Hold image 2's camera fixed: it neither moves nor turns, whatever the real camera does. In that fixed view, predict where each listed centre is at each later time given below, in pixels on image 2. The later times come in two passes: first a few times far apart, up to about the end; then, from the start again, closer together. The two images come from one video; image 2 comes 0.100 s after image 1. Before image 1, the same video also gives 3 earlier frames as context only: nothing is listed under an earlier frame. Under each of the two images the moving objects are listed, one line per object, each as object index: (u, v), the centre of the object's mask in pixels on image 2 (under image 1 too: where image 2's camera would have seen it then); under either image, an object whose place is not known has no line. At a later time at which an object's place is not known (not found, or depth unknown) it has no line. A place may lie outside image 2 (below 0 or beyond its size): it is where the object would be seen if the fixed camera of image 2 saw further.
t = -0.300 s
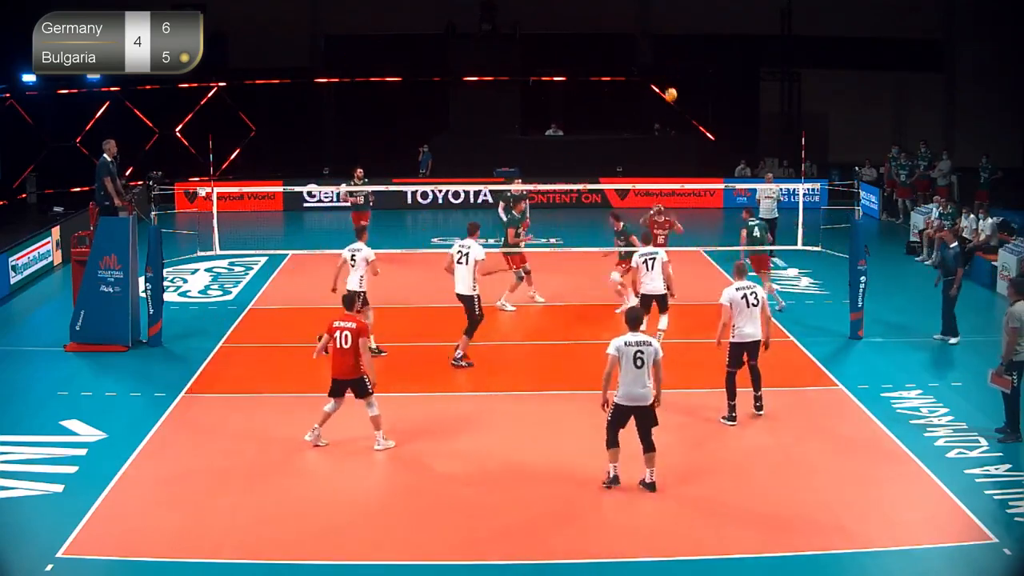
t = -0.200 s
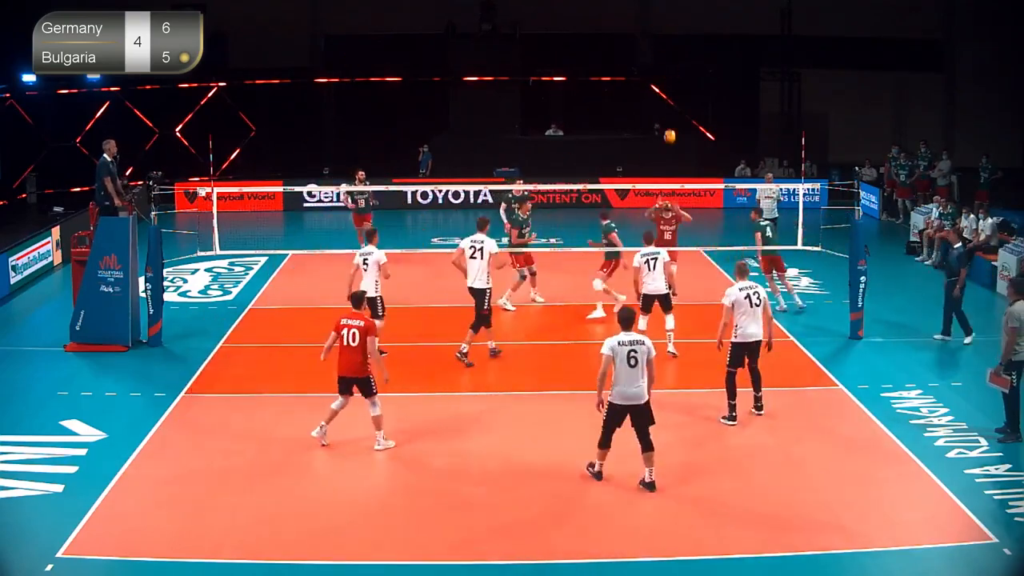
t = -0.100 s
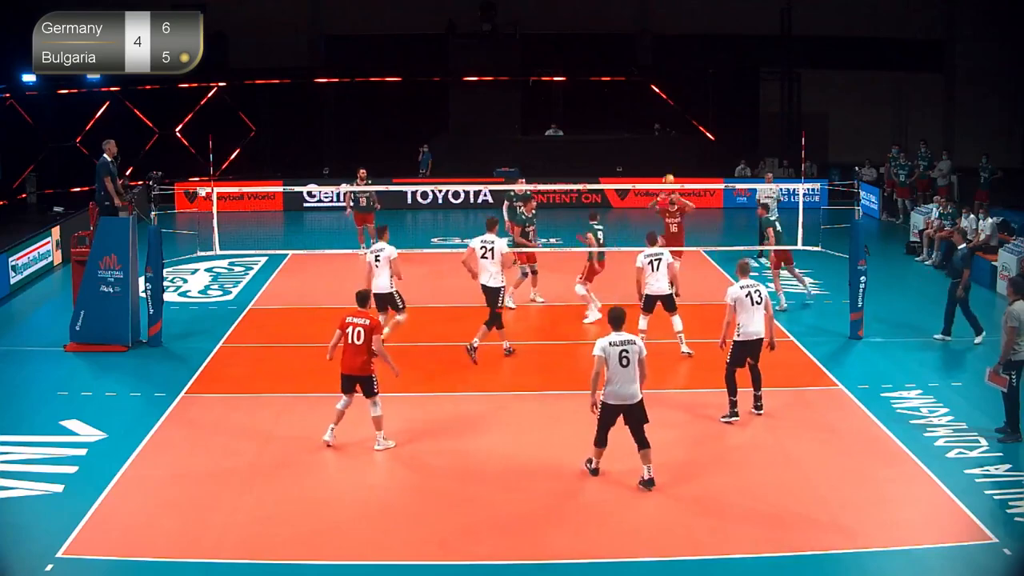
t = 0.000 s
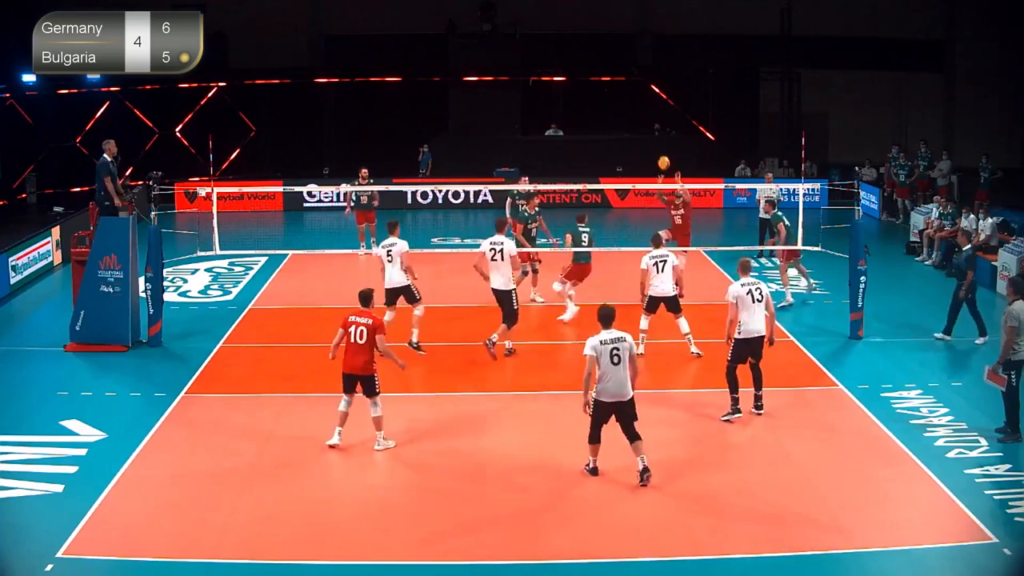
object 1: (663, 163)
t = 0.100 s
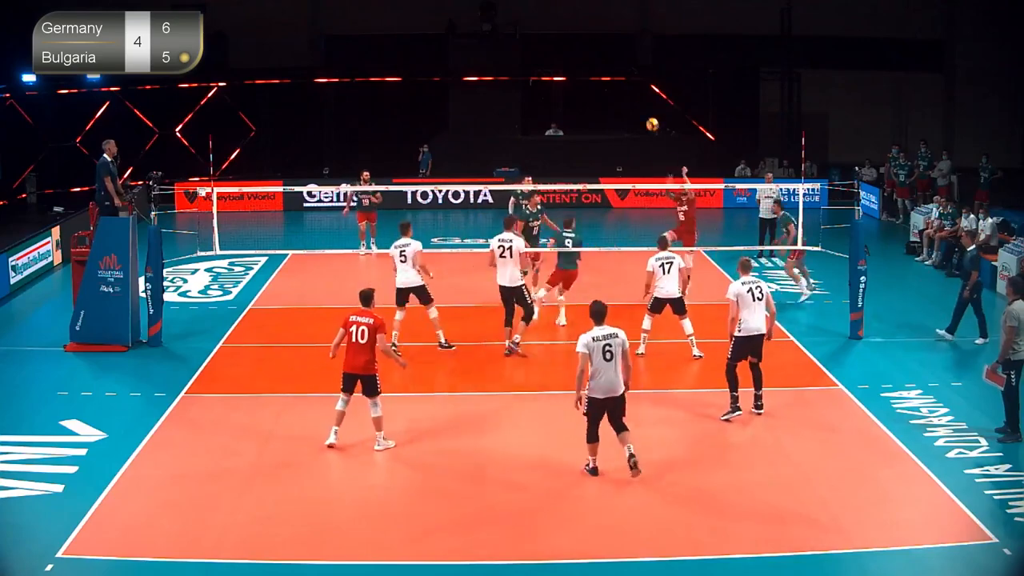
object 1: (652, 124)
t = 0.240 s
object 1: (637, 80)
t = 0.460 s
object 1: (615, 34)
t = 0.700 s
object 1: (590, 16)
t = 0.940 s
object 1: (565, 31)
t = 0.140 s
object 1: (648, 110)
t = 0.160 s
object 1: (646, 104)
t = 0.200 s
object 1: (641, 92)
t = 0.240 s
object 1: (637, 80)
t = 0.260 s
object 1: (635, 75)
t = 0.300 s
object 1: (631, 65)
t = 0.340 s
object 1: (627, 56)
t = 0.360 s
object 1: (625, 52)
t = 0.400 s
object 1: (621, 44)
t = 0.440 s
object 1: (617, 37)
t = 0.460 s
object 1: (615, 34)
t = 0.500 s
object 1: (611, 29)
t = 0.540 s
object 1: (606, 25)
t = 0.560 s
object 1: (604, 23)
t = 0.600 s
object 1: (600, 19)
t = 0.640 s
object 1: (596, 17)
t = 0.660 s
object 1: (594, 17)
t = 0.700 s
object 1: (590, 16)
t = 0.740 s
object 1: (586, 16)
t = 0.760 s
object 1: (584, 16)
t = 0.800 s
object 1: (580, 18)
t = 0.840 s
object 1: (575, 21)
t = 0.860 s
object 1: (573, 22)
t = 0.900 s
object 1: (569, 26)
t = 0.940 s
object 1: (565, 31)
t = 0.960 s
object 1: (563, 34)
